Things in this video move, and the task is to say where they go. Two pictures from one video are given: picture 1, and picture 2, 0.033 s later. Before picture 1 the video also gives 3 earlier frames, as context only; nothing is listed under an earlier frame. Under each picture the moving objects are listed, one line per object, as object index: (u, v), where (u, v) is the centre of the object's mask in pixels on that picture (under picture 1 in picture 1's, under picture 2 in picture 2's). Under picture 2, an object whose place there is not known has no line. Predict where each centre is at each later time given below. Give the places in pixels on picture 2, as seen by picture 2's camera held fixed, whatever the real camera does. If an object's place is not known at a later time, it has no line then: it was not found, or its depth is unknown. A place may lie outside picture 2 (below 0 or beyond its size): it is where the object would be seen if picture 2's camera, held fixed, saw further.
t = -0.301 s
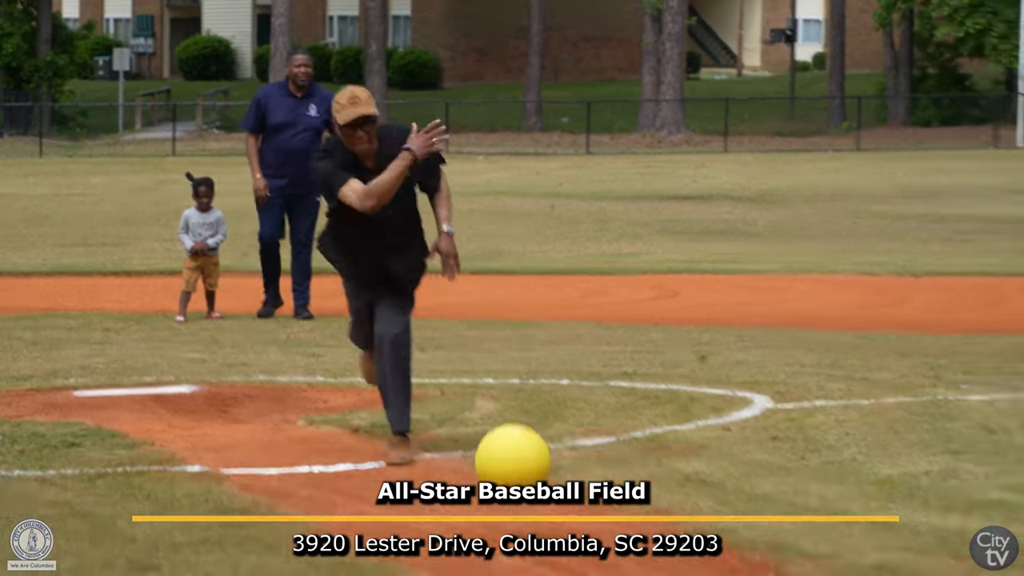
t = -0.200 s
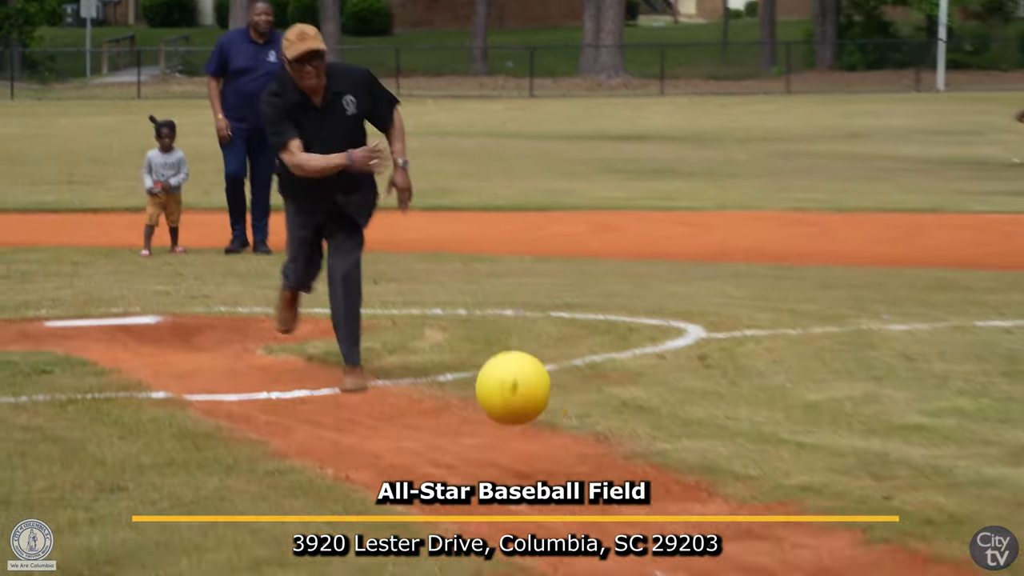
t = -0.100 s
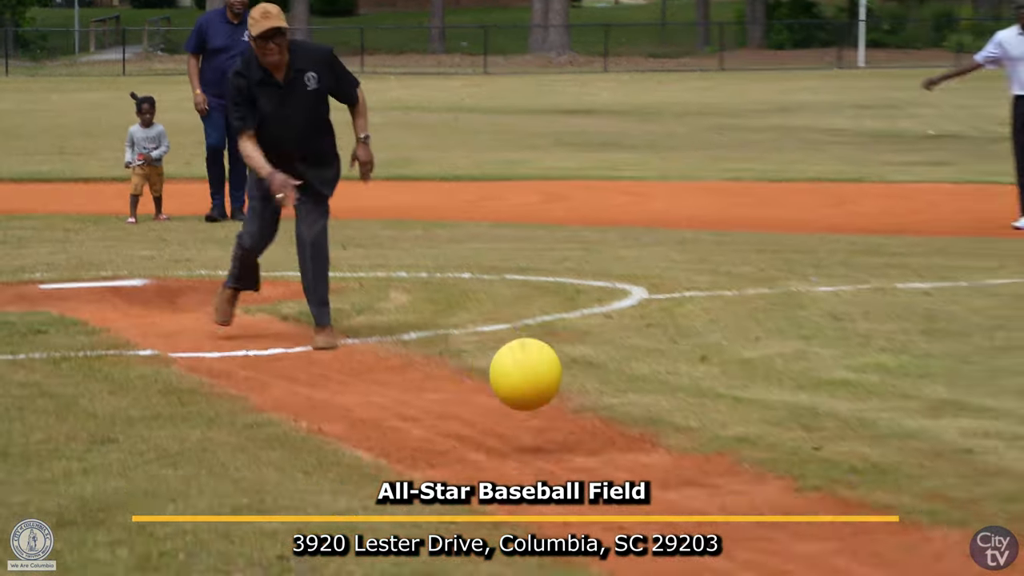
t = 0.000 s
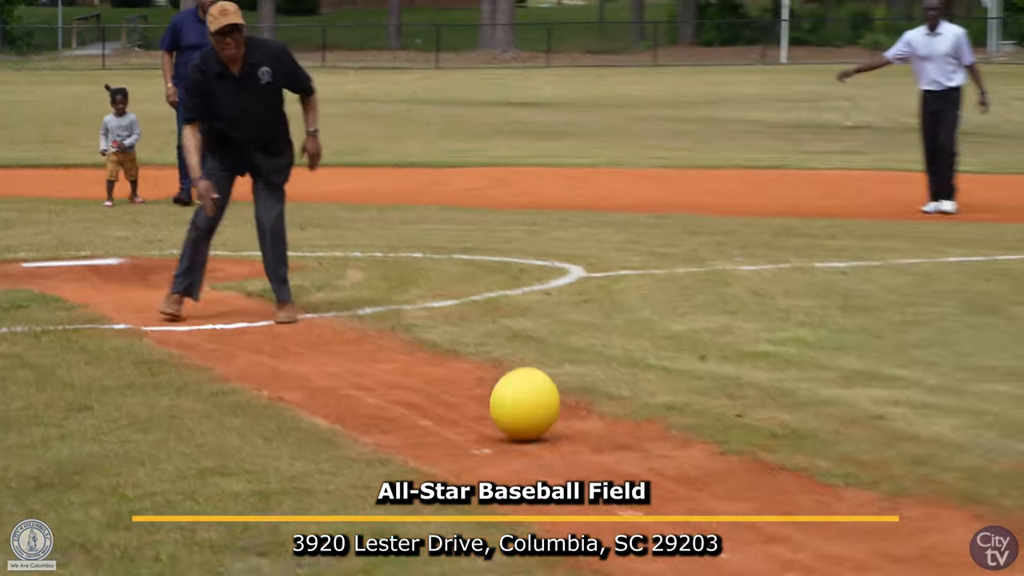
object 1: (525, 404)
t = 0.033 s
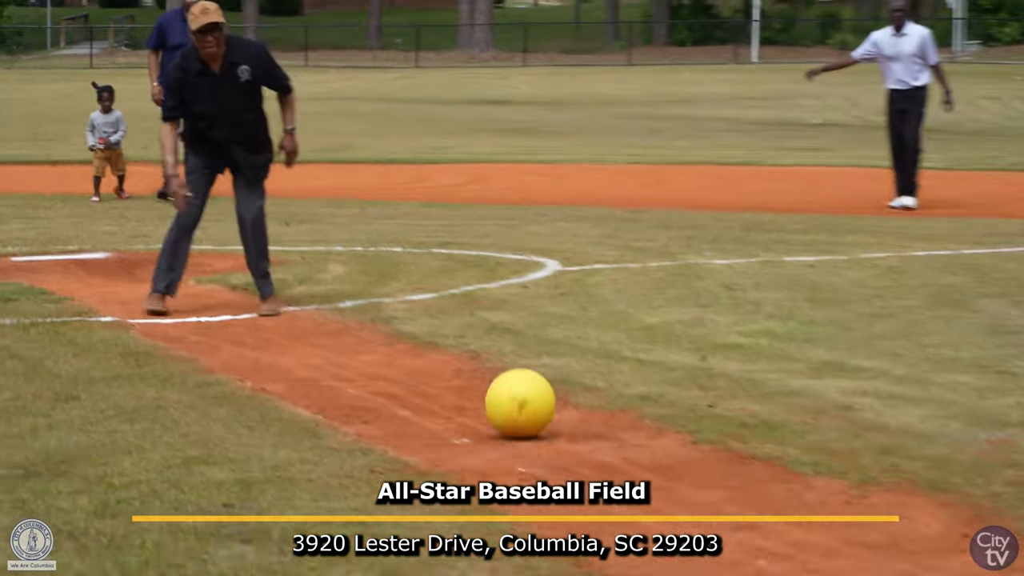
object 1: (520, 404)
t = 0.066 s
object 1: (539, 396)
